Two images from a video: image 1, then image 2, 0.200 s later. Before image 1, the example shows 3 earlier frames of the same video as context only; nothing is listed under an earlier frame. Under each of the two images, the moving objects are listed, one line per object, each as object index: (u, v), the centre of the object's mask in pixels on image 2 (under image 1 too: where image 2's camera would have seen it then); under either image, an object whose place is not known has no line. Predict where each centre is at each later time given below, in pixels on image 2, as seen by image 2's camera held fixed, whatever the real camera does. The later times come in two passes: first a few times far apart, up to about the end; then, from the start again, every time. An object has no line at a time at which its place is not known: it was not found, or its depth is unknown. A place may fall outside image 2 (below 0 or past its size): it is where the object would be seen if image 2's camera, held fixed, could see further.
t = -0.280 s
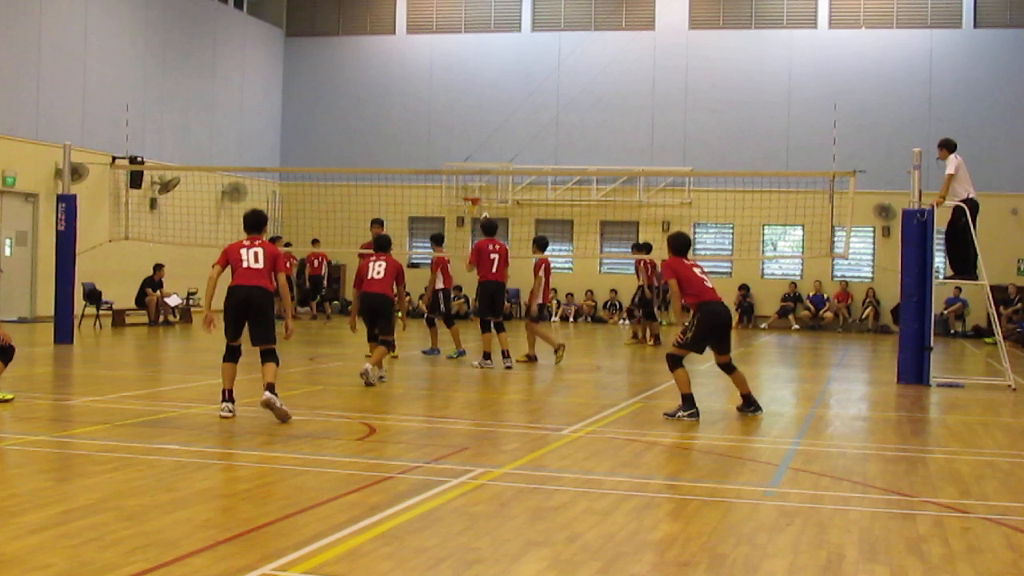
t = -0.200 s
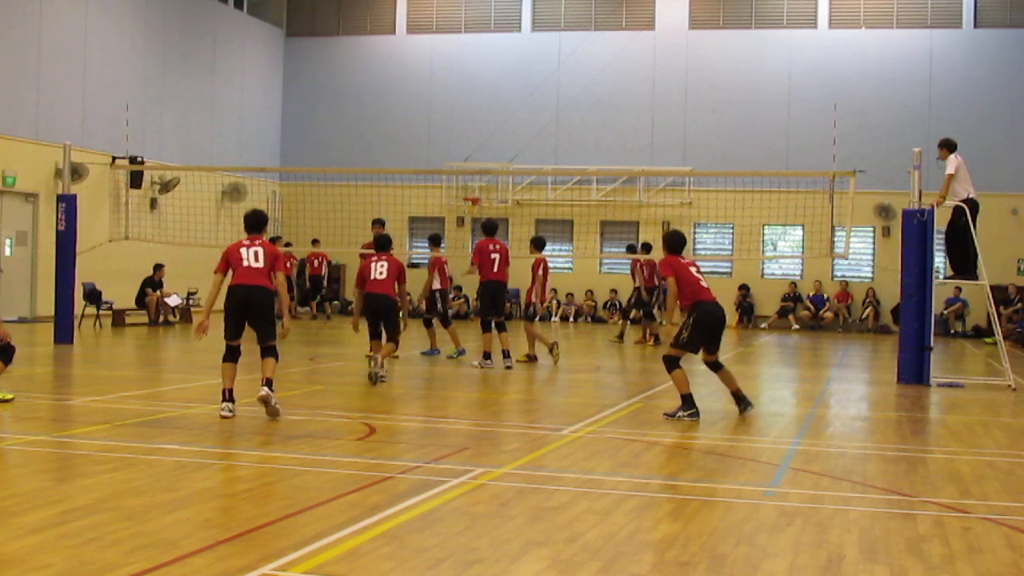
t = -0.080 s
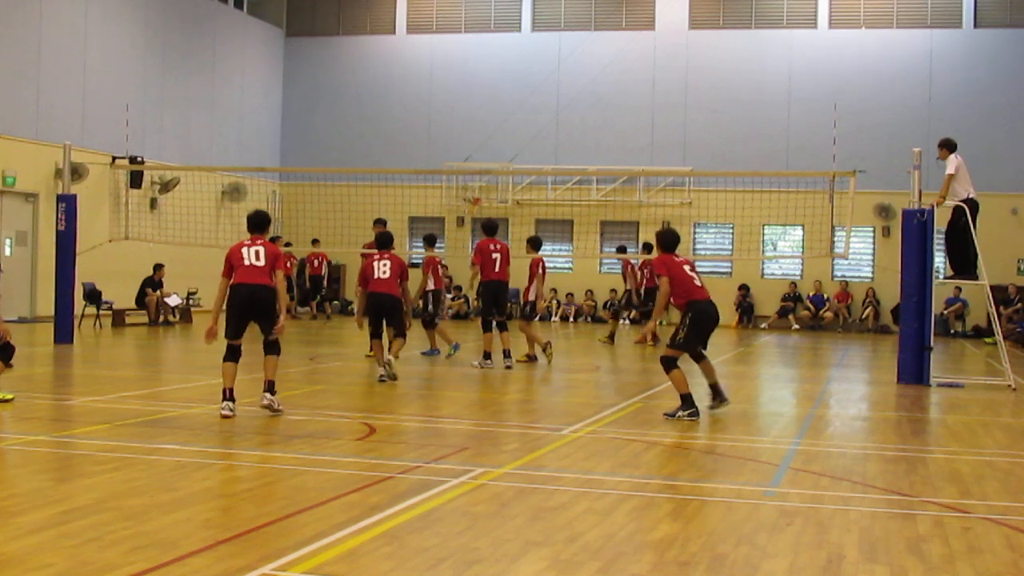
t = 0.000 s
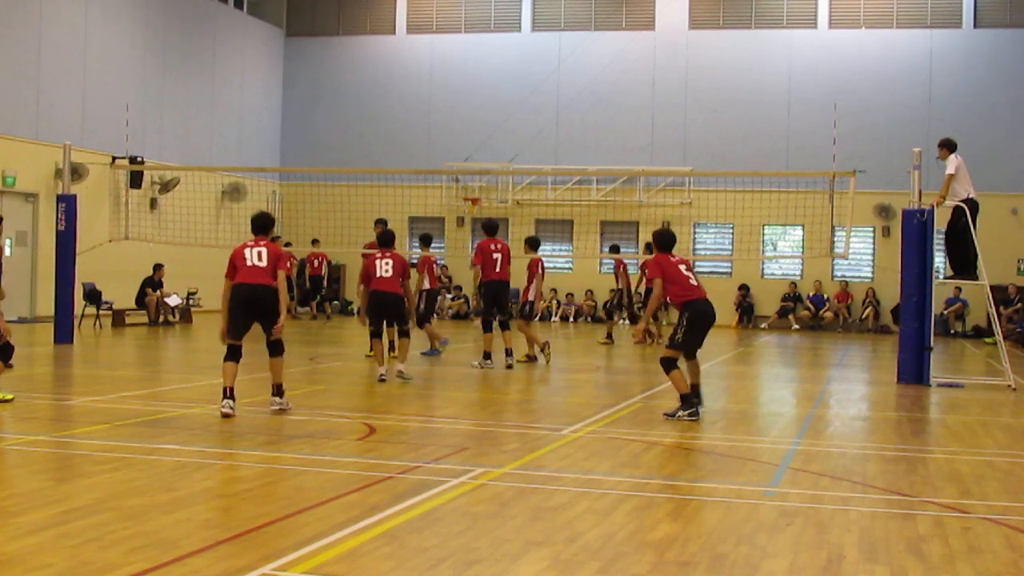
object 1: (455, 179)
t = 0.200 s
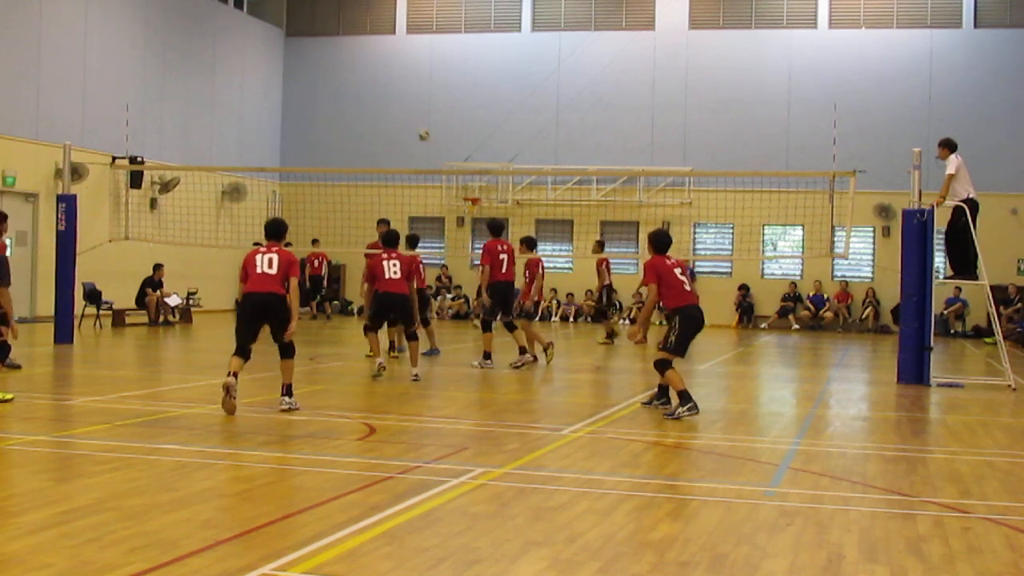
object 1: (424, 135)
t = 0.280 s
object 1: (410, 123)
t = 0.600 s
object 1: (345, 117)
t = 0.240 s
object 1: (416, 129)
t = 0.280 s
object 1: (410, 123)
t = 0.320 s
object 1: (403, 119)
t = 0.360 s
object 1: (396, 115)
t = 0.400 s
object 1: (388, 112)
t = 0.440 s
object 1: (380, 111)
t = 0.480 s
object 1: (372, 110)
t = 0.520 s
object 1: (363, 111)
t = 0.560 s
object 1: (355, 113)
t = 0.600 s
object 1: (345, 117)
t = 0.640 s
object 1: (335, 122)
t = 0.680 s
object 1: (325, 129)
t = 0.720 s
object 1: (313, 138)
